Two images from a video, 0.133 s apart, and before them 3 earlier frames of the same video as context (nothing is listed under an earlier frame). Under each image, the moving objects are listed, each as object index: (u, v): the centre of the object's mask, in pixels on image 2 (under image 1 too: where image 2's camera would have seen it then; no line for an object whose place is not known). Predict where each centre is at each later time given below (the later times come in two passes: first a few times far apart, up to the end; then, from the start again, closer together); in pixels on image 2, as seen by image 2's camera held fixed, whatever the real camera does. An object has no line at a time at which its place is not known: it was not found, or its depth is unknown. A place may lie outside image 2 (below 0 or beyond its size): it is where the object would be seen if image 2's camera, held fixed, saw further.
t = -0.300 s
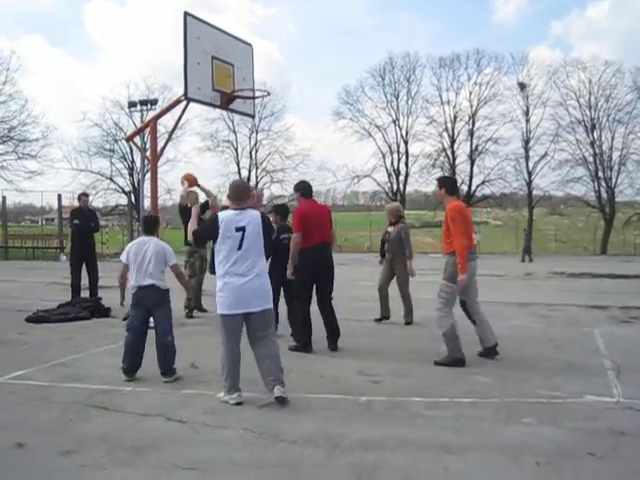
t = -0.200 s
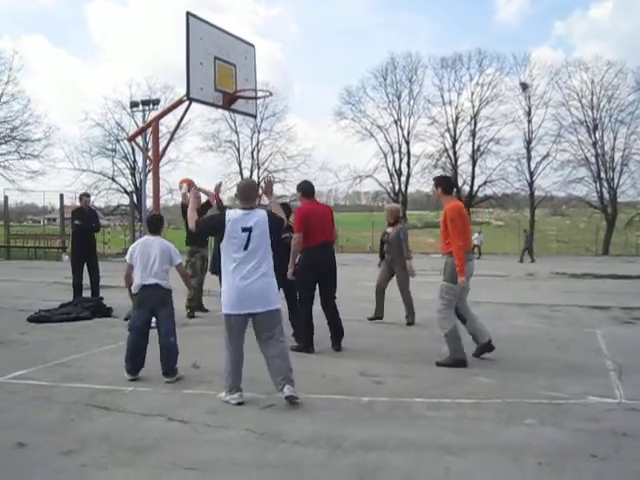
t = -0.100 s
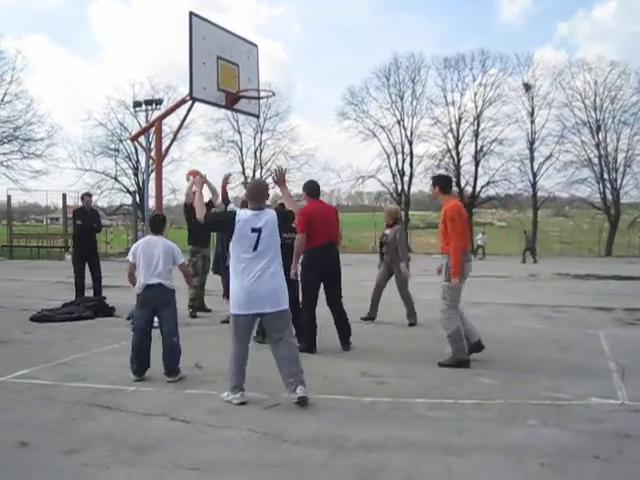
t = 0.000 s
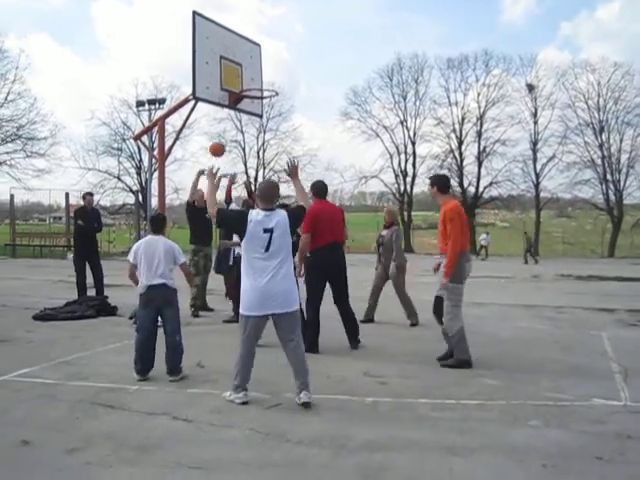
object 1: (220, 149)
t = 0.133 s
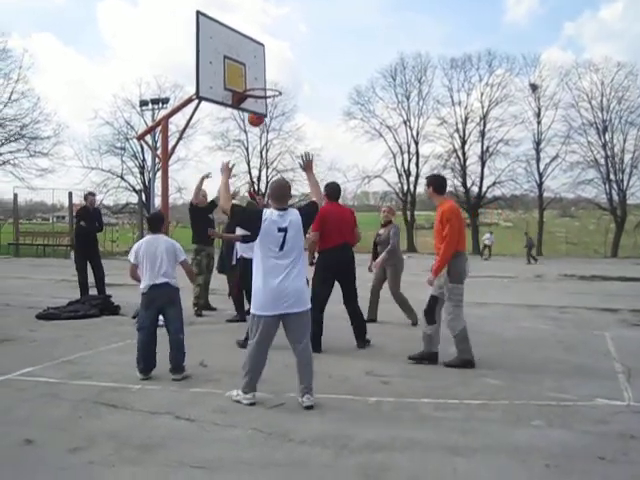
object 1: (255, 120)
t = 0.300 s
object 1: (230, 122)
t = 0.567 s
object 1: (189, 168)
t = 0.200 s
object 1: (246, 118)
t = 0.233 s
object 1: (241, 118)
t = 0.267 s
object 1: (236, 119)
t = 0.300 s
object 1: (230, 122)
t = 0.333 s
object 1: (225, 125)
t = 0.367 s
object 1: (220, 129)
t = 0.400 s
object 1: (215, 134)
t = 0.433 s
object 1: (210, 139)
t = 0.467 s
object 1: (205, 145)
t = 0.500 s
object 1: (199, 152)
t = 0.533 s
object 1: (194, 160)
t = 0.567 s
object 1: (189, 168)
